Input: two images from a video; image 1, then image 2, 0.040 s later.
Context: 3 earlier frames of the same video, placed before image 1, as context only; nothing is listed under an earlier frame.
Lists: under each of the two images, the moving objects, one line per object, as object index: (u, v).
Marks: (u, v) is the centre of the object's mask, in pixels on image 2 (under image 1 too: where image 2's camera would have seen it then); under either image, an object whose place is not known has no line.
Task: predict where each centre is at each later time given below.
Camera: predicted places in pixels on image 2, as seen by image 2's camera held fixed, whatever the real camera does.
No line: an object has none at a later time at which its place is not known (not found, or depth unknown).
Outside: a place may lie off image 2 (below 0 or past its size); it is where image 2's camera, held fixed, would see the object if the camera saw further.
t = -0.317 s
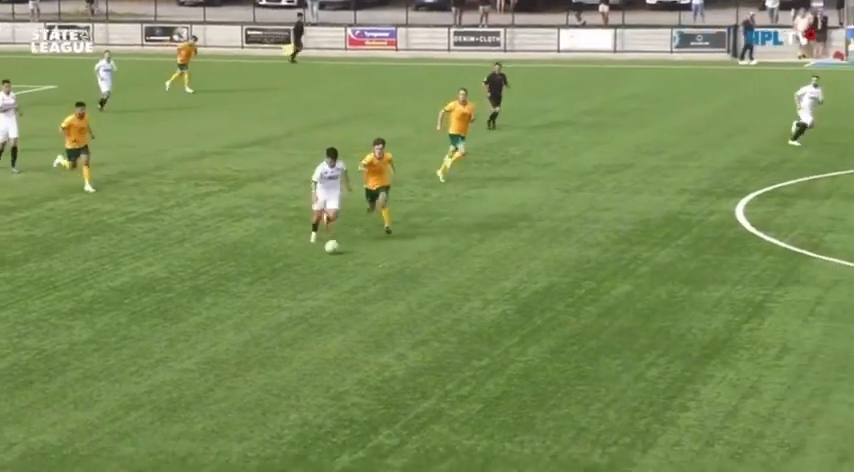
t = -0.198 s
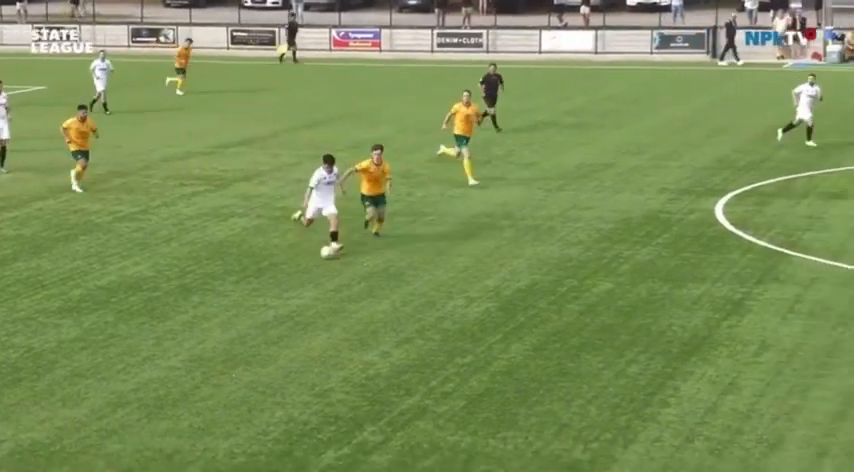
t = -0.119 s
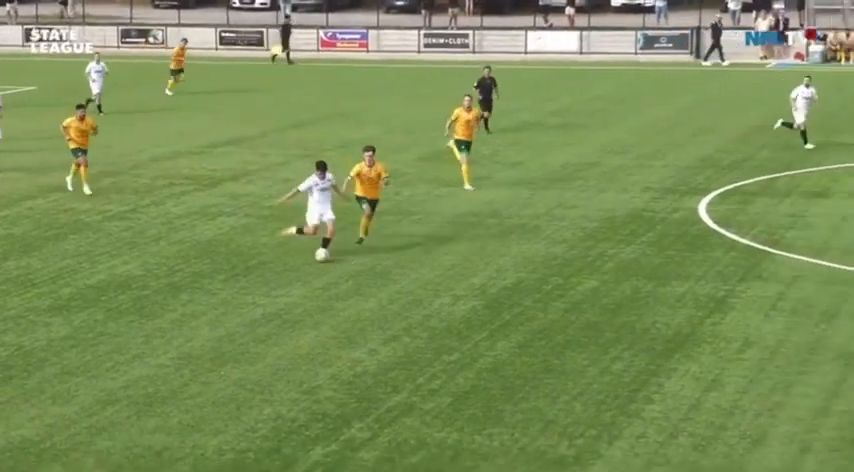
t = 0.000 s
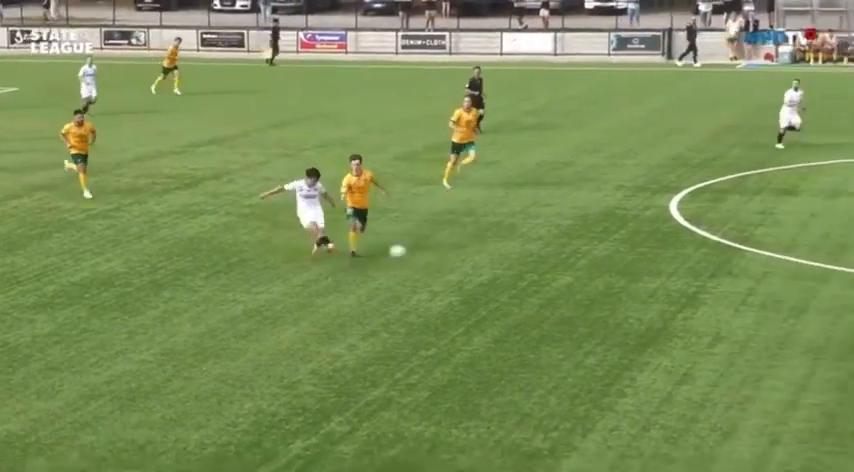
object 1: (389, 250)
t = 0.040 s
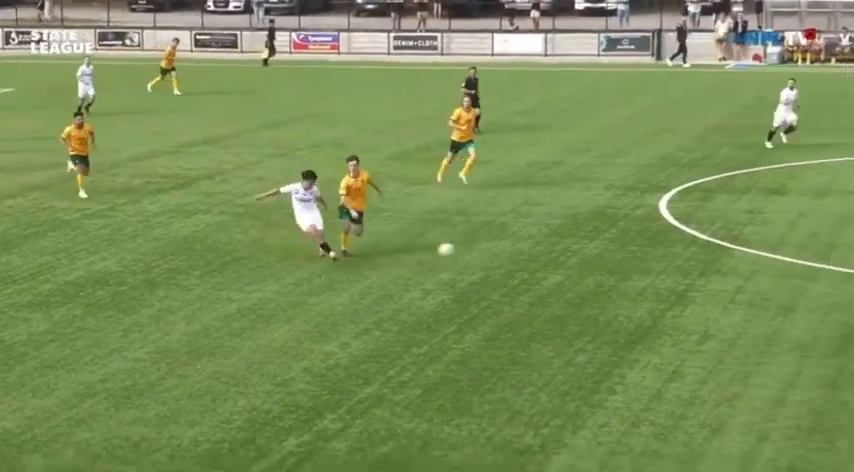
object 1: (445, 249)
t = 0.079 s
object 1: (502, 250)
